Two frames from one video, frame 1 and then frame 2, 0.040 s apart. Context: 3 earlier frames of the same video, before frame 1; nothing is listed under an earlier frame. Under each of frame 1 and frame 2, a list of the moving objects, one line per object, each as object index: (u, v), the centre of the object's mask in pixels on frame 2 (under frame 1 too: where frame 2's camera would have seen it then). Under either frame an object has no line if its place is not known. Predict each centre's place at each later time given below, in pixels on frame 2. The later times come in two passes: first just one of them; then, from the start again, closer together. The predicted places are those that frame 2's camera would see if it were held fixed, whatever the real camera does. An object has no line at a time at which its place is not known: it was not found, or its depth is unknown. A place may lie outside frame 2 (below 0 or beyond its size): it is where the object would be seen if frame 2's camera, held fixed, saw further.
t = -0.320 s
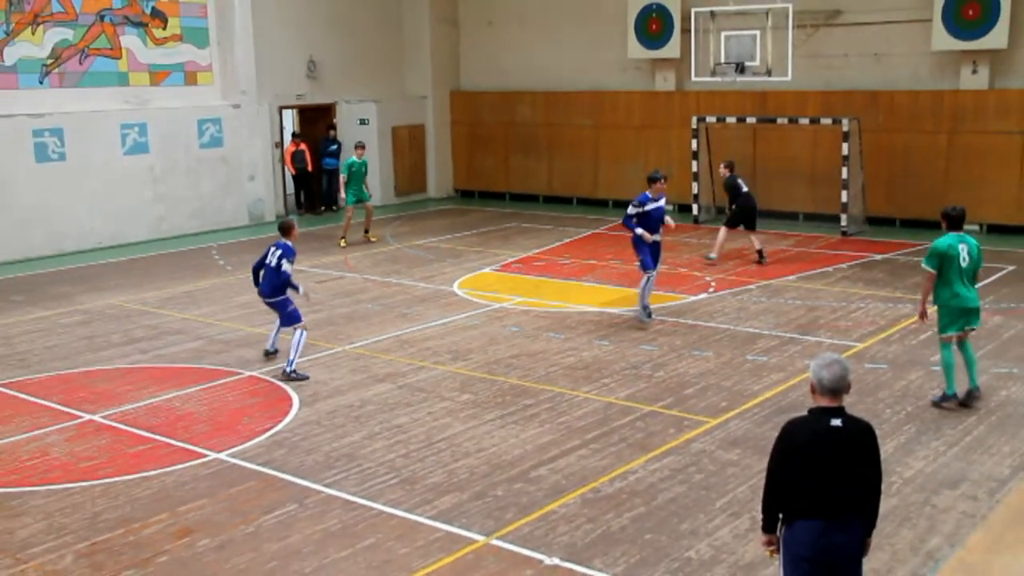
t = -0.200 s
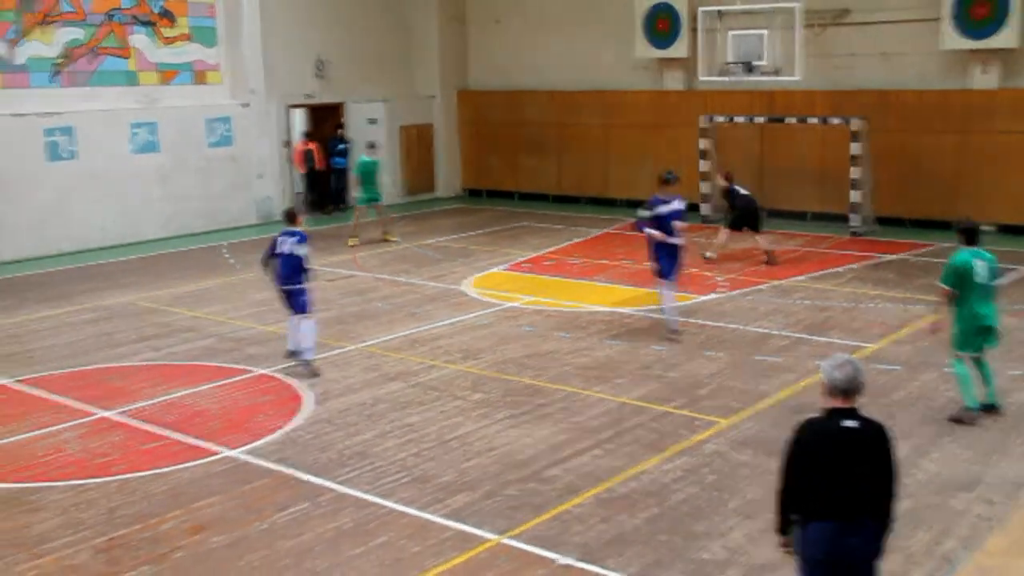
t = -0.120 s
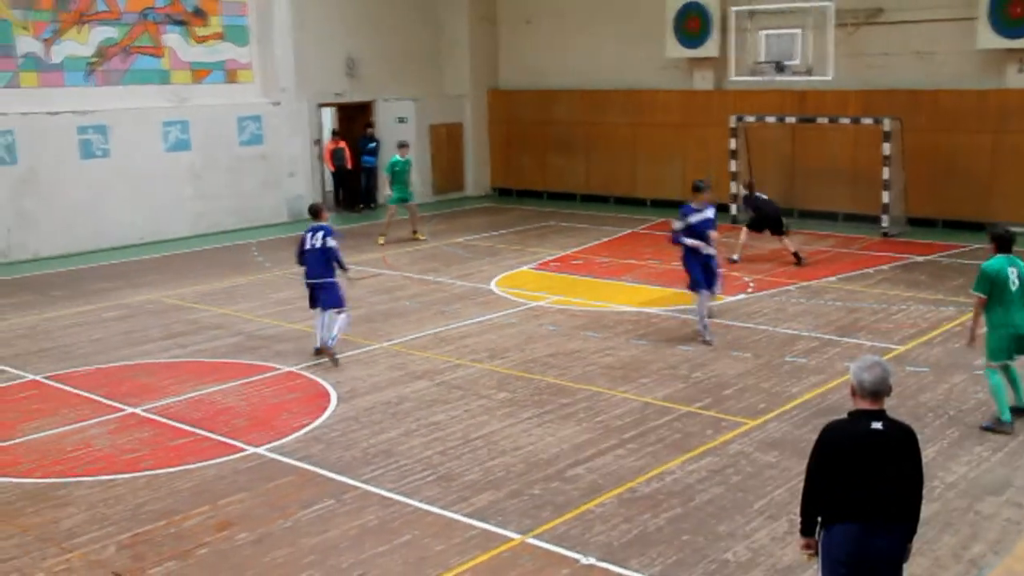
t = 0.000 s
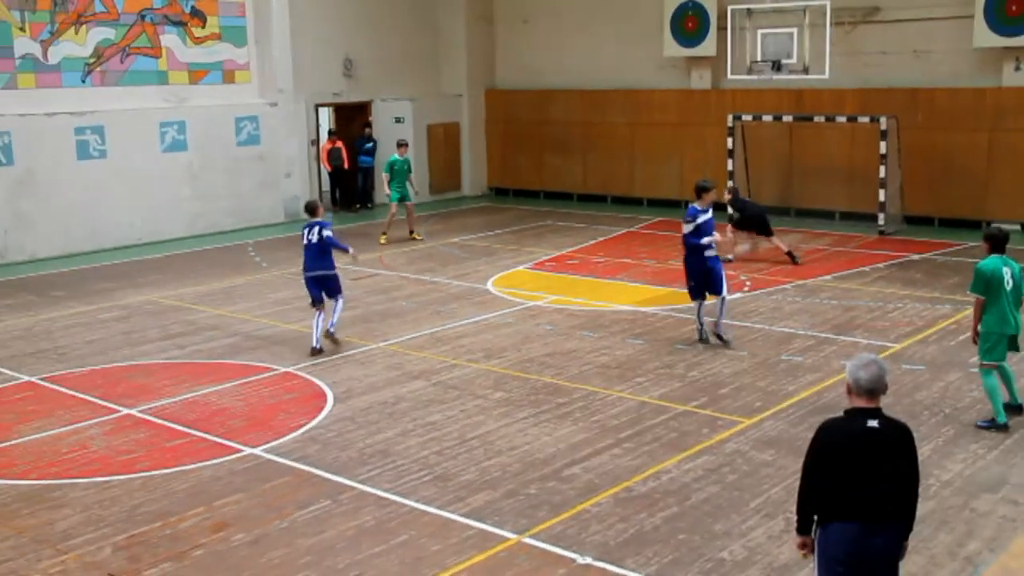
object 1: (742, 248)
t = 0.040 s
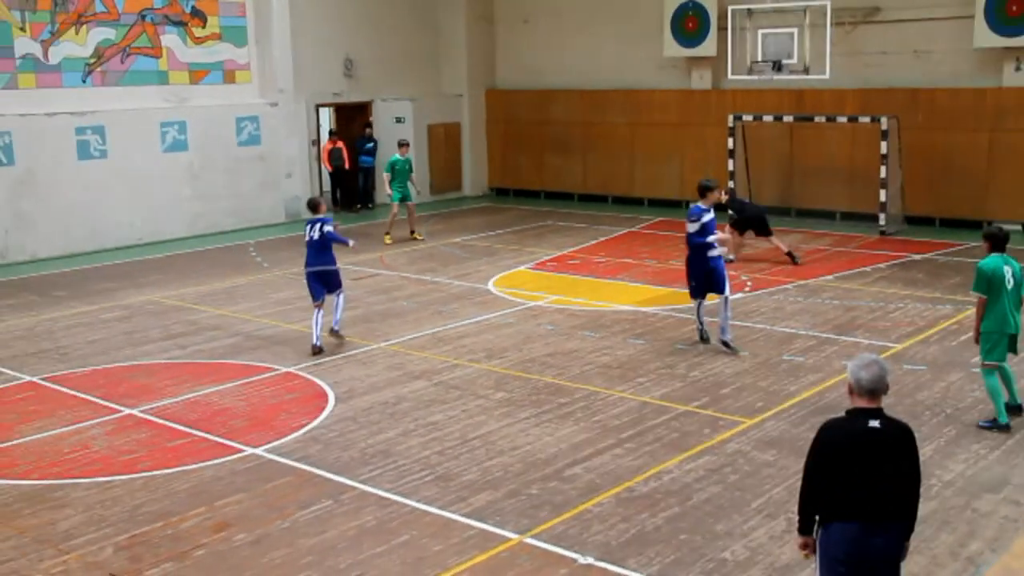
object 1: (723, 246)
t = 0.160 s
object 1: (660, 249)
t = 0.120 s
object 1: (679, 250)
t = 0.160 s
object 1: (660, 249)
